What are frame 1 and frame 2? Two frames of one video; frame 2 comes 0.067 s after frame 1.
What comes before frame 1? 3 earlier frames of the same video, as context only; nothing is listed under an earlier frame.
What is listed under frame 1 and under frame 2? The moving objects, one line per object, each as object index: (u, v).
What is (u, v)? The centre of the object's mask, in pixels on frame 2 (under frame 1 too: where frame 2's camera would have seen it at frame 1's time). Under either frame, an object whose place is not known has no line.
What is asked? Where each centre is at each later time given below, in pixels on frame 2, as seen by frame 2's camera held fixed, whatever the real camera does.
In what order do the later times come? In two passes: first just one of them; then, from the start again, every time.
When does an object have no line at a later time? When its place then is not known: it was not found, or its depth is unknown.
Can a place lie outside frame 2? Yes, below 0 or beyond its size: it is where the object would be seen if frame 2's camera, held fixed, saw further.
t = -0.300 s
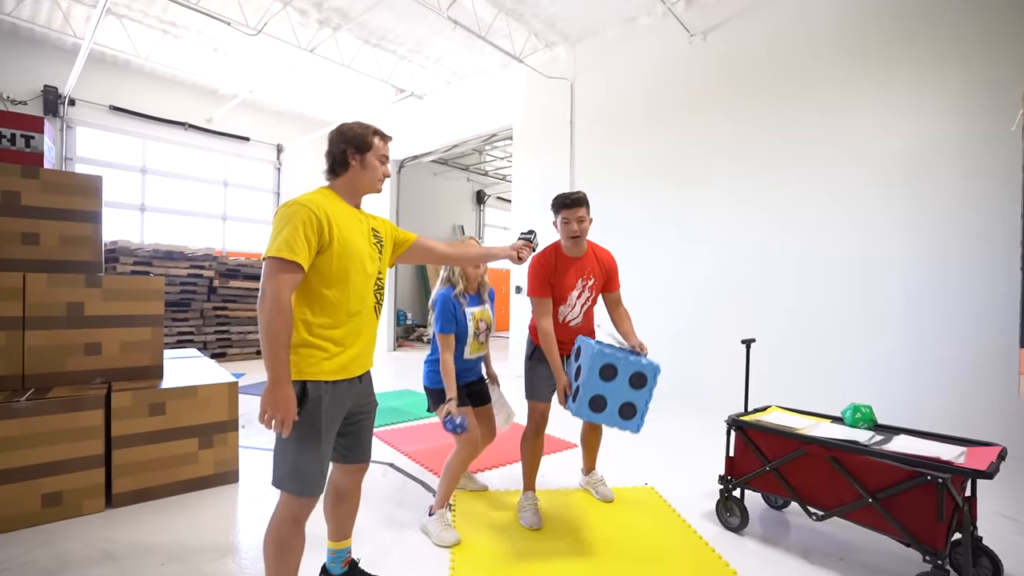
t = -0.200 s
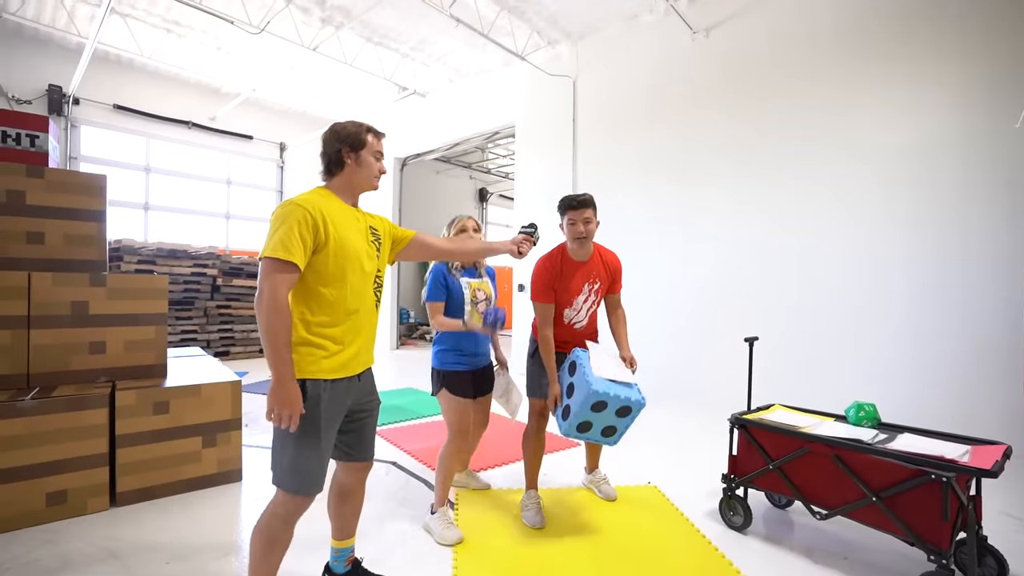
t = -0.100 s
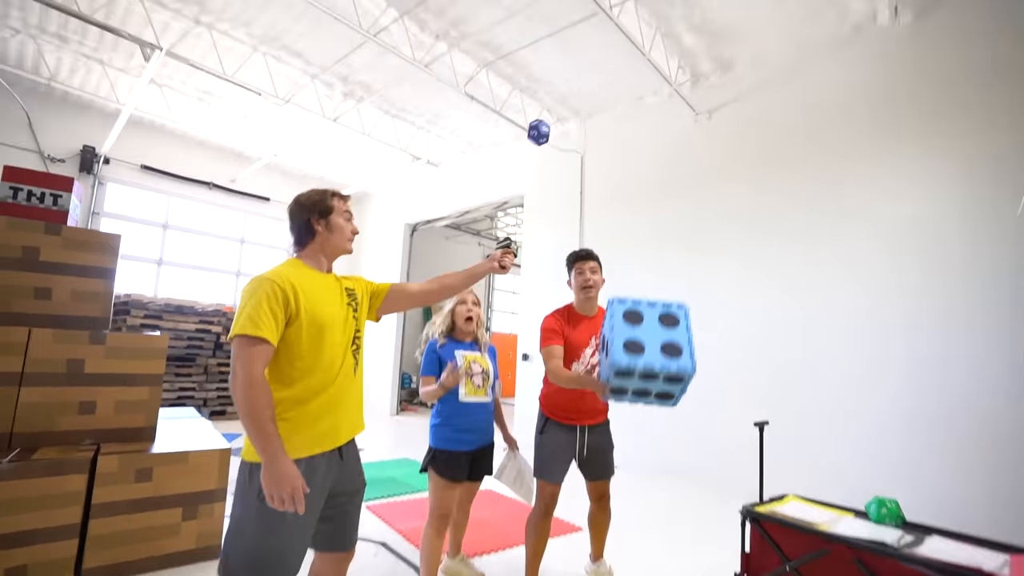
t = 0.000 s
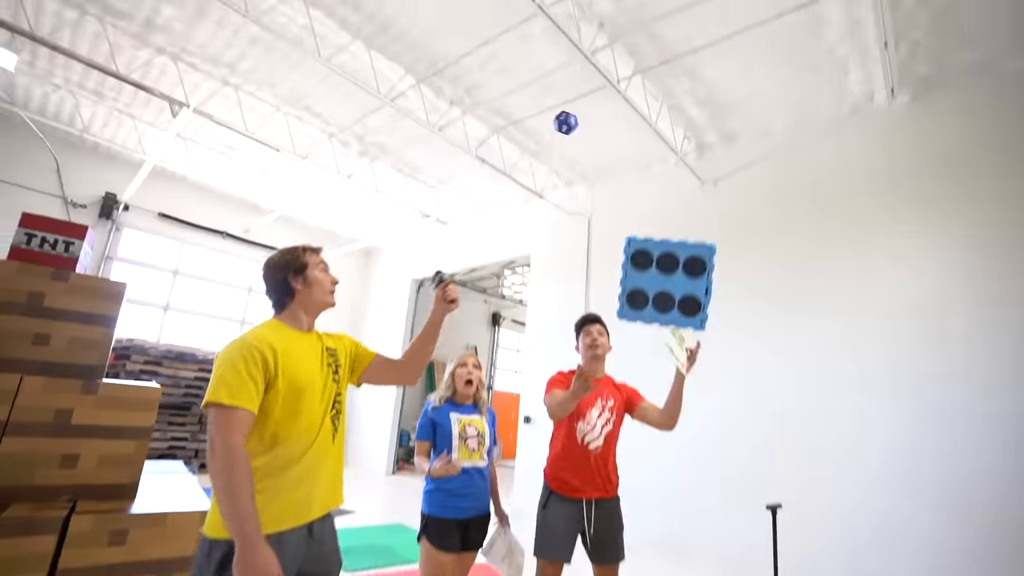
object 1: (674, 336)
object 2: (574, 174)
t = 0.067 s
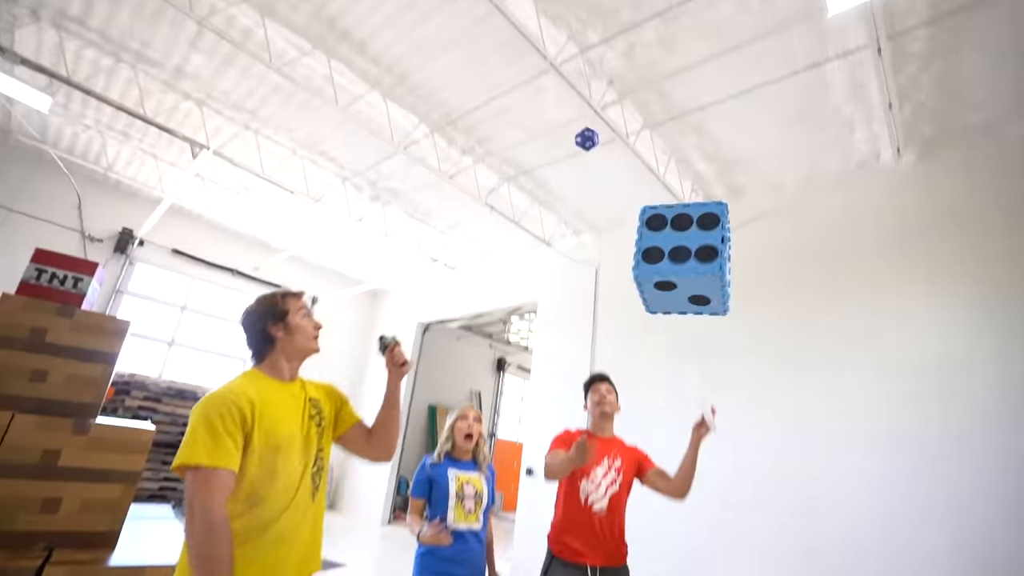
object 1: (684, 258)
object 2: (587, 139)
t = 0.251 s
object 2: (616, 87)
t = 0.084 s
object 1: (686, 244)
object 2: (589, 132)
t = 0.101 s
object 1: (689, 229)
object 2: (592, 125)
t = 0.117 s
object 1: (691, 215)
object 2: (595, 119)
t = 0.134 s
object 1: (693, 202)
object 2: (597, 114)
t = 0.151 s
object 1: (695, 189)
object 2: (600, 108)
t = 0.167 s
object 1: (697, 177)
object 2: (603, 104)
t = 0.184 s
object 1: (699, 161)
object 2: (605, 99)
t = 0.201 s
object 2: (608, 95)
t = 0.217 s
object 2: (610, 92)
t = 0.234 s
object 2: (613, 89)
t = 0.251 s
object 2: (616, 87)
